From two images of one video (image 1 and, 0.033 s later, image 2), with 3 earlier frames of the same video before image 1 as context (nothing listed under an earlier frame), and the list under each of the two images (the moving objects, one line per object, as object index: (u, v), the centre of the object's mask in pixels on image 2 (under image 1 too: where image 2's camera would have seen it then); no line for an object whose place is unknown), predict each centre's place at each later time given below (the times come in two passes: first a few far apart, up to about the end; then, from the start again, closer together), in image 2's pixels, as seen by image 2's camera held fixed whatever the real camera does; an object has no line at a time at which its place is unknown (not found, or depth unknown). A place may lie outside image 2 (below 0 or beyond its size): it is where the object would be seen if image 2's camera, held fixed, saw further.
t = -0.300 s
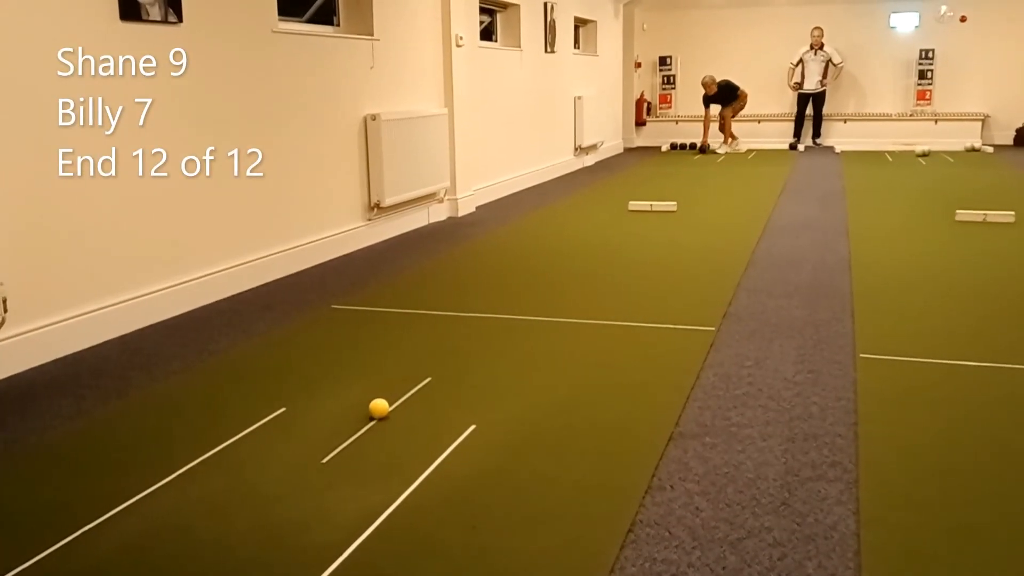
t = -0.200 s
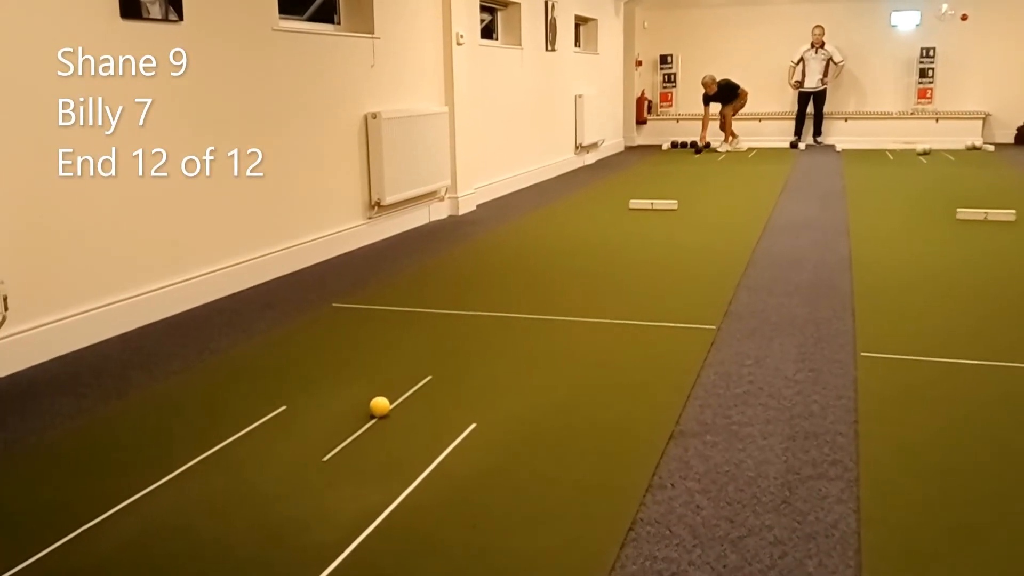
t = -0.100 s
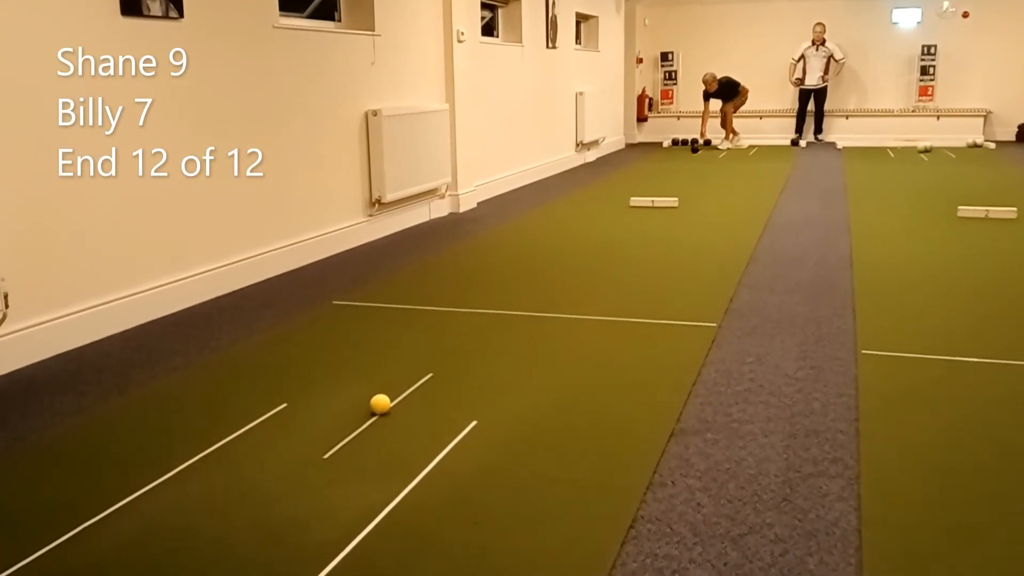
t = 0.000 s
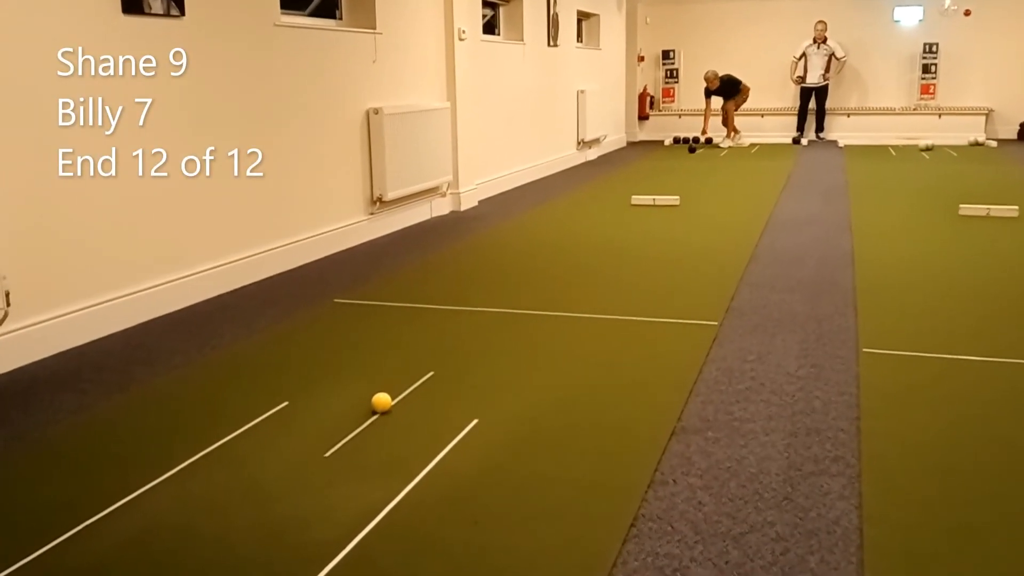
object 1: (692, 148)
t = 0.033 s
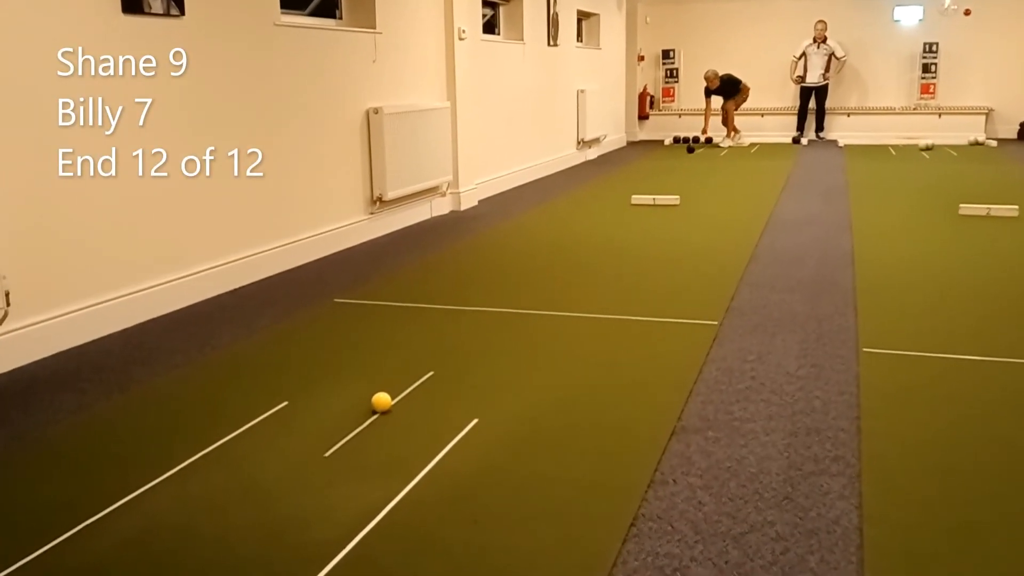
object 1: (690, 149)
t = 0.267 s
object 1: (680, 152)
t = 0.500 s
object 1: (670, 156)
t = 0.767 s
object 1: (657, 161)
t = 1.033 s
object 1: (644, 166)
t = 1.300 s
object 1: (630, 171)
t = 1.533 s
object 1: (618, 176)
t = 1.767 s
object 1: (605, 181)
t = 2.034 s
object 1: (590, 187)
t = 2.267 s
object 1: (577, 192)
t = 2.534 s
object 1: (562, 200)
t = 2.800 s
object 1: (544, 208)
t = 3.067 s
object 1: (528, 216)
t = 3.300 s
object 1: (514, 222)
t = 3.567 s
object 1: (497, 231)
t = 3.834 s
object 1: (479, 241)
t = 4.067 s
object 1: (464, 250)
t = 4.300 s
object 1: (448, 260)
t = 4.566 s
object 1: (429, 272)
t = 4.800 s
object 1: (413, 283)
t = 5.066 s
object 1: (394, 297)
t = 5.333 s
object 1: (376, 312)
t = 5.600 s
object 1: (357, 328)
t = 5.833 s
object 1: (342, 342)
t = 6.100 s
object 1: (324, 360)
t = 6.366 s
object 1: (308, 378)
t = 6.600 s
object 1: (296, 394)
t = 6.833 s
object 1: (284, 411)
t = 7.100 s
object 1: (270, 430)
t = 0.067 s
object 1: (689, 149)
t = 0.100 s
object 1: (687, 150)
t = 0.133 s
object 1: (686, 150)
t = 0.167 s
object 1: (685, 151)
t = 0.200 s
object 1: (683, 151)
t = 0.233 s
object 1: (682, 152)
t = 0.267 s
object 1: (680, 152)
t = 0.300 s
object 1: (679, 153)
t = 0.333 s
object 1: (677, 153)
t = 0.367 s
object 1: (676, 154)
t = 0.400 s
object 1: (674, 155)
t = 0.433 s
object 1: (672, 155)
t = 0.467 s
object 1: (671, 156)
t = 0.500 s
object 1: (670, 156)
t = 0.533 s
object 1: (668, 156)
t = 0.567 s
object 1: (667, 157)
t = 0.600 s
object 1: (665, 157)
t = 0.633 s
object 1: (664, 158)
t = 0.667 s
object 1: (662, 159)
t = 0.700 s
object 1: (660, 160)
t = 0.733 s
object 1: (659, 160)
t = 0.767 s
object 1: (657, 161)
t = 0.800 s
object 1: (655, 162)
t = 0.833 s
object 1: (654, 162)
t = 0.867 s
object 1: (652, 163)
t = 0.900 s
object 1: (651, 163)
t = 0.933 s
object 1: (649, 164)
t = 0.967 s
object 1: (648, 164)
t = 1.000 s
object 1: (646, 165)
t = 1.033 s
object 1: (644, 166)
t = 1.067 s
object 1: (642, 166)
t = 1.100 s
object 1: (641, 167)
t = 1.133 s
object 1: (639, 168)
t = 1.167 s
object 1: (638, 168)
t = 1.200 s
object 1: (636, 169)
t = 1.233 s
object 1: (634, 169)
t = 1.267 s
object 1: (632, 170)
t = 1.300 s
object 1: (630, 171)
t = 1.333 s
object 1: (629, 172)
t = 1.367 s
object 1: (627, 172)
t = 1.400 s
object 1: (625, 173)
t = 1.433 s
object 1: (623, 173)
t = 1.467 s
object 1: (621, 174)
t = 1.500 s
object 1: (620, 175)
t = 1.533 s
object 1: (618, 176)
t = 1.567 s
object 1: (616, 176)
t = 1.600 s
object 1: (614, 177)
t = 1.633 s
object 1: (612, 178)
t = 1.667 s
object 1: (611, 178)
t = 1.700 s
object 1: (609, 179)
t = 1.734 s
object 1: (607, 180)
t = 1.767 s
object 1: (605, 181)
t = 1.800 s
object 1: (603, 181)
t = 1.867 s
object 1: (599, 183)
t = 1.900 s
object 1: (597, 184)
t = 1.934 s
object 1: (596, 185)
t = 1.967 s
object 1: (594, 185)
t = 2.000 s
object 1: (592, 186)
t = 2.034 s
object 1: (590, 187)
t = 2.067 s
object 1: (588, 188)
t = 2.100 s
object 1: (586, 189)
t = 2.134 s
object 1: (585, 189)
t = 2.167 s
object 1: (583, 190)
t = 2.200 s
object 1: (581, 191)
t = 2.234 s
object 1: (579, 192)
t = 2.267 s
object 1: (577, 192)
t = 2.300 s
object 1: (575, 194)
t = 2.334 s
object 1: (573, 194)
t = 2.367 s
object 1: (571, 195)
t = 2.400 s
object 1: (569, 196)
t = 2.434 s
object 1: (568, 197)
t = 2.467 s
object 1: (566, 198)
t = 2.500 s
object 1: (564, 199)
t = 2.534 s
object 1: (562, 200)
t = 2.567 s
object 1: (559, 201)
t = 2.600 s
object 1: (558, 201)
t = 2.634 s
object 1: (555, 202)
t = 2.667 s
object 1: (553, 203)
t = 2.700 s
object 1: (550, 205)
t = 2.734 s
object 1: (549, 206)
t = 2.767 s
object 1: (546, 207)
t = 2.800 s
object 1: (544, 208)
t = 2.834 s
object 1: (542, 208)
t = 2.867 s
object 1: (540, 209)
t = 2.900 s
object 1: (538, 210)
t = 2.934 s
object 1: (536, 211)
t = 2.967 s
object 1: (534, 212)
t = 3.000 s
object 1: (532, 213)
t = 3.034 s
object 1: (530, 214)
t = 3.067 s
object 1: (528, 216)
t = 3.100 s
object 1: (526, 216)
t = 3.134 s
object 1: (524, 217)
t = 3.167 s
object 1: (522, 218)
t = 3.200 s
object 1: (520, 220)
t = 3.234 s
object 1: (518, 221)
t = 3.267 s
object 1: (515, 222)
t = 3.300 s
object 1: (514, 222)
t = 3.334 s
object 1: (512, 224)
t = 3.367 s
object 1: (510, 225)
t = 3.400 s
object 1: (508, 226)
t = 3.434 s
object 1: (506, 227)
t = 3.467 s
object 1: (504, 228)
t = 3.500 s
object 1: (501, 229)
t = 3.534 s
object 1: (499, 230)
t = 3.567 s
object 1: (497, 231)
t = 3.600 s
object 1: (495, 232)
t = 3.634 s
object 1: (493, 234)
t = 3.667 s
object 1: (491, 235)
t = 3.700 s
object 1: (489, 236)
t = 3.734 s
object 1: (486, 237)
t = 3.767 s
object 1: (484, 239)
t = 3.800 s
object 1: (482, 240)
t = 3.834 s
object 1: (479, 241)
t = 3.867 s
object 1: (477, 242)
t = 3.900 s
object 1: (475, 244)
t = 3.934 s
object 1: (473, 245)
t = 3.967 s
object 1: (470, 247)
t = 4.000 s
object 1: (469, 248)
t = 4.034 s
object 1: (466, 249)
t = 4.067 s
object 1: (464, 250)
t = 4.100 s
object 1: (462, 252)
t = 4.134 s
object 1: (459, 253)
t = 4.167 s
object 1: (457, 254)
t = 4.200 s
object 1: (455, 256)
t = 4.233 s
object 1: (453, 257)
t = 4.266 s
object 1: (450, 258)
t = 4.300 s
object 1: (448, 260)
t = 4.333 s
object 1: (445, 262)
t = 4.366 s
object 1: (443, 263)
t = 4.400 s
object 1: (441, 264)
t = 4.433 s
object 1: (438, 266)
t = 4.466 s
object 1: (436, 267)
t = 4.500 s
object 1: (434, 269)
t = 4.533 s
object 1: (432, 271)
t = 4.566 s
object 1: (429, 272)
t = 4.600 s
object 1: (427, 274)
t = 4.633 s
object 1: (424, 276)
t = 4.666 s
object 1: (422, 277)
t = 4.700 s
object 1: (419, 279)
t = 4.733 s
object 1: (417, 280)
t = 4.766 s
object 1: (415, 282)
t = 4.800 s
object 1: (413, 283)
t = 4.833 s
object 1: (410, 285)
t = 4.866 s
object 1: (408, 287)
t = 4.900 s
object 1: (406, 288)
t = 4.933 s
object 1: (403, 290)
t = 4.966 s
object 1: (401, 292)
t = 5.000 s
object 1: (399, 294)
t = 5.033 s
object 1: (396, 295)
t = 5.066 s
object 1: (394, 297)
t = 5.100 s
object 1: (392, 299)
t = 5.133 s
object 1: (390, 301)
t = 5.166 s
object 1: (388, 302)
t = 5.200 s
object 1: (385, 305)
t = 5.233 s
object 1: (383, 306)
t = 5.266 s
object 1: (381, 308)
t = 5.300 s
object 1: (378, 310)
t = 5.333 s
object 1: (376, 312)
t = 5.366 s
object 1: (373, 314)
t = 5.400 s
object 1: (371, 316)
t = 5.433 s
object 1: (369, 317)
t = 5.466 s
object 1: (367, 320)
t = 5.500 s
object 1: (364, 321)
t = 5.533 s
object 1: (362, 323)
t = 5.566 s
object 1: (360, 325)
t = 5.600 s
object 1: (357, 328)
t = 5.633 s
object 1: (355, 330)
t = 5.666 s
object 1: (353, 332)
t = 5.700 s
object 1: (351, 334)
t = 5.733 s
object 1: (348, 336)
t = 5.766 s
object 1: (346, 338)
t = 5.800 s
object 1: (344, 340)
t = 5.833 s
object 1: (342, 342)
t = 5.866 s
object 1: (339, 344)
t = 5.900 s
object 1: (337, 346)
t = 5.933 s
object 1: (335, 349)
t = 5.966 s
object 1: (333, 351)
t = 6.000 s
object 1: (330, 353)
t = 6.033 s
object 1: (328, 355)
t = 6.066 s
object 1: (326, 358)
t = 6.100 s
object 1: (324, 360)
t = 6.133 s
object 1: (322, 362)
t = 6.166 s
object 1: (319, 364)
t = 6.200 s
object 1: (317, 367)
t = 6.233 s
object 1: (316, 369)
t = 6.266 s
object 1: (314, 371)
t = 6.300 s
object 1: (312, 374)
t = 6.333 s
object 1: (310, 376)
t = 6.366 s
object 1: (308, 378)
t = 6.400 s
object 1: (306, 380)
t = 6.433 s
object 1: (305, 382)
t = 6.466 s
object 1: (303, 385)
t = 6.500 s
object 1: (301, 387)
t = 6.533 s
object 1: (299, 389)
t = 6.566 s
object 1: (297, 392)
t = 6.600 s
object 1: (296, 394)
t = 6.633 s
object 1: (294, 396)
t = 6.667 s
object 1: (292, 399)
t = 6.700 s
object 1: (291, 401)
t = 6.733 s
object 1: (289, 404)
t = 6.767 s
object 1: (287, 406)
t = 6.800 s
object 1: (286, 409)
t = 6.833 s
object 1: (284, 411)
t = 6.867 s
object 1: (282, 413)
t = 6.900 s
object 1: (281, 416)
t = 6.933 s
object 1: (279, 418)
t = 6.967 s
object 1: (277, 421)
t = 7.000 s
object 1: (275, 423)
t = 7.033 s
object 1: (273, 425)
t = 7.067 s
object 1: (272, 427)
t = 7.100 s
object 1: (270, 430)
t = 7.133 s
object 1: (268, 432)
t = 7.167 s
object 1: (267, 434)
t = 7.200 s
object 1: (265, 437)
